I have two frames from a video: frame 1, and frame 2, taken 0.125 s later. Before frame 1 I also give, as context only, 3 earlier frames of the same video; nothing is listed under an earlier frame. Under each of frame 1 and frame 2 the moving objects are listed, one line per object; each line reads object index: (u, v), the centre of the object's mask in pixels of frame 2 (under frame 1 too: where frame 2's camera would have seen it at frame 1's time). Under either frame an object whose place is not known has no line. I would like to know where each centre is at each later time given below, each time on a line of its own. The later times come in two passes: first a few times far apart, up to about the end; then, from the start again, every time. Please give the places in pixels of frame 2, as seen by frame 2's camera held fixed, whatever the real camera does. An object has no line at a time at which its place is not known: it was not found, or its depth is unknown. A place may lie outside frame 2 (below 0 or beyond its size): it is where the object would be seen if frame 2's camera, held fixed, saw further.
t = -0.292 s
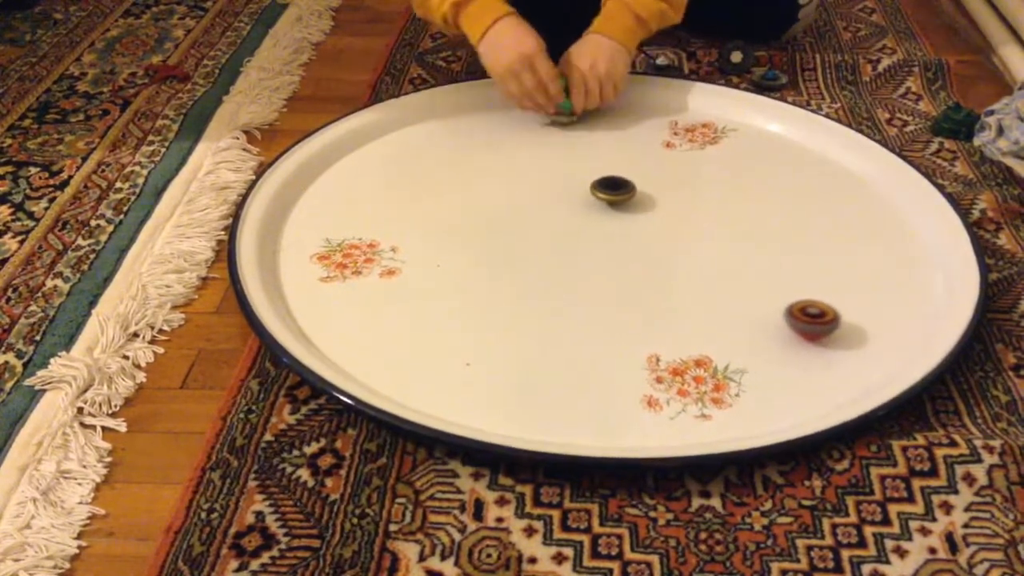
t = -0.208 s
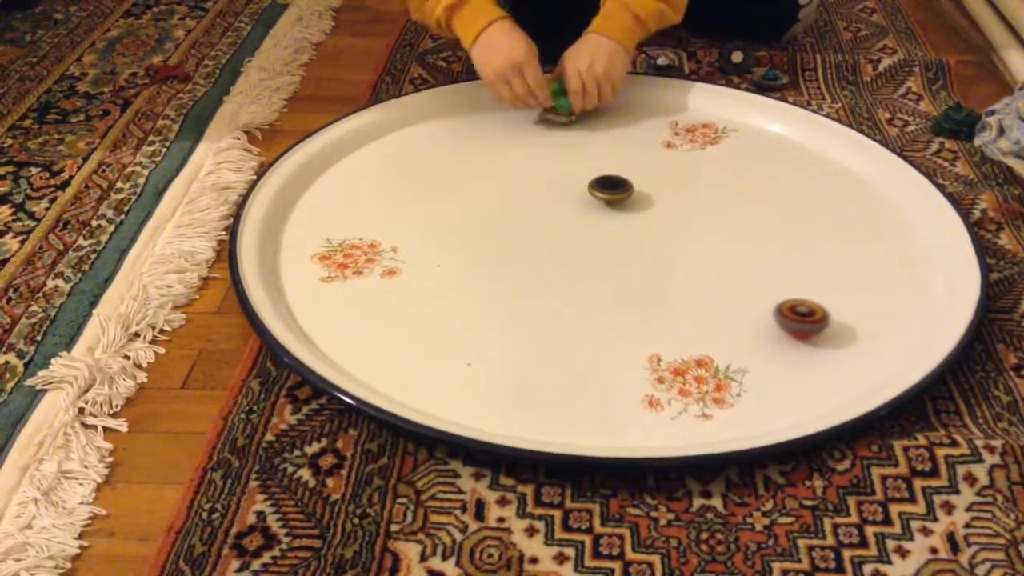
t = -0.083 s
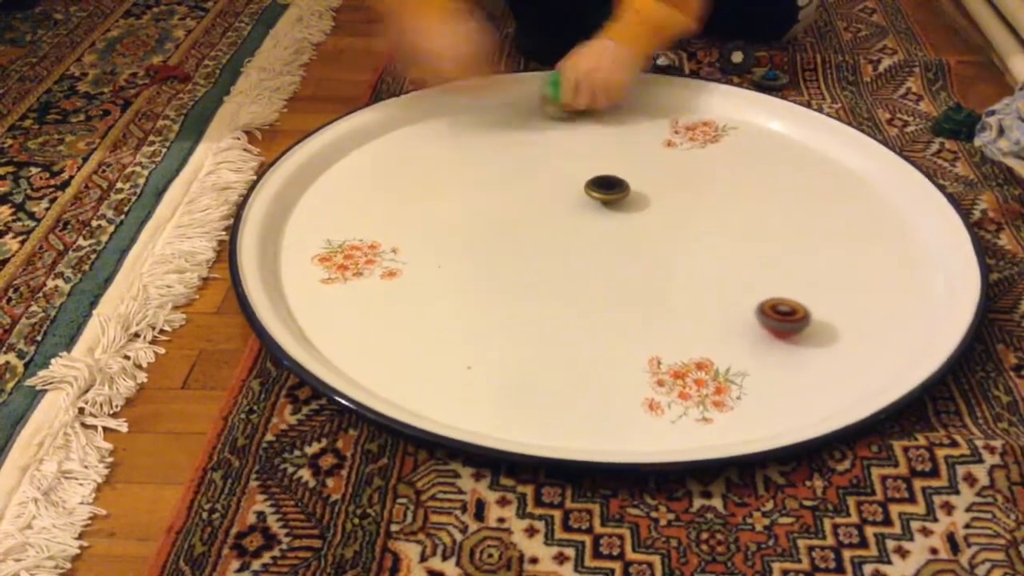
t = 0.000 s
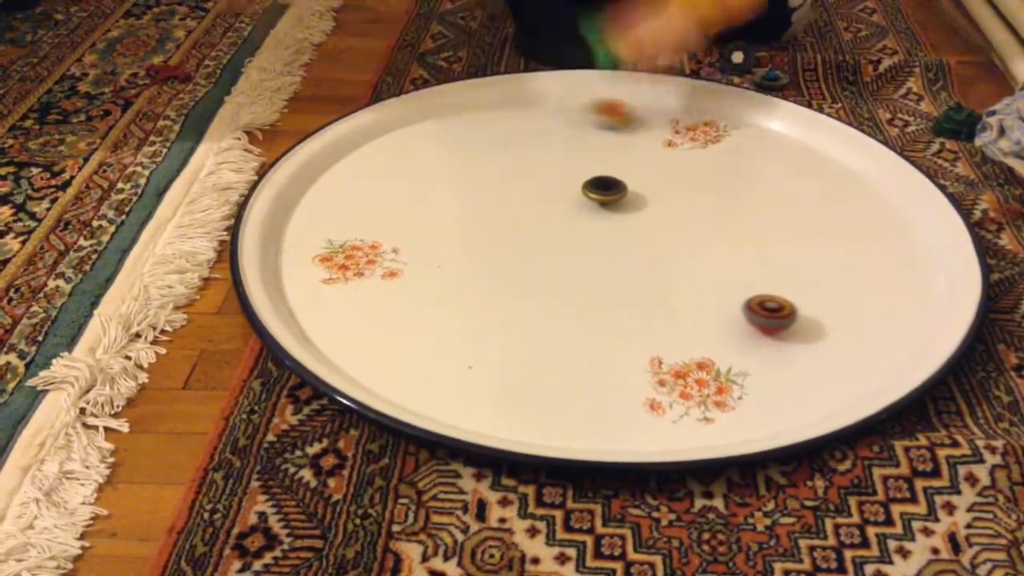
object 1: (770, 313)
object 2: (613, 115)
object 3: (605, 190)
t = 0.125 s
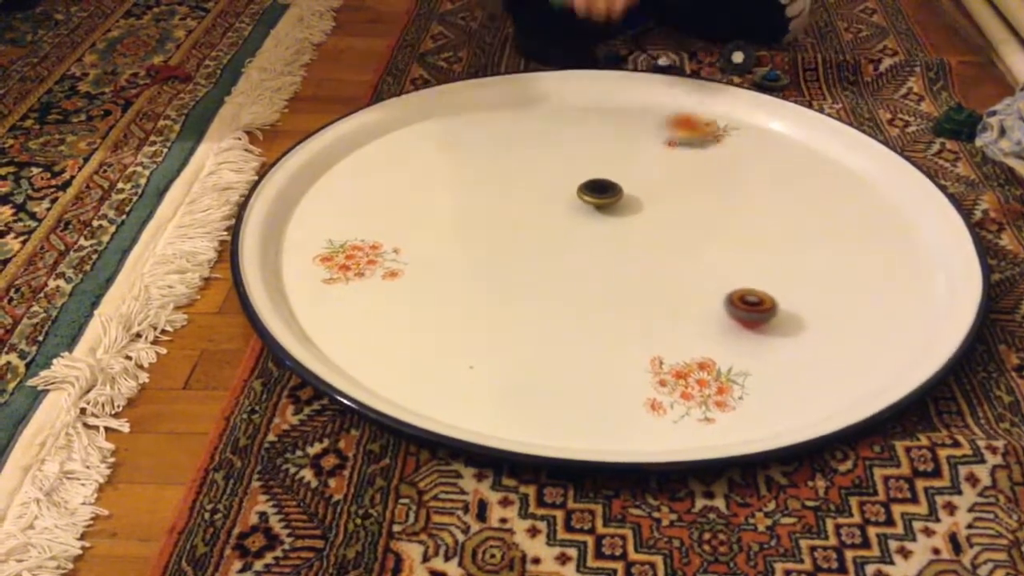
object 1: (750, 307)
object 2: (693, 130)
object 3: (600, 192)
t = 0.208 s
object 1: (738, 302)
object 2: (734, 136)
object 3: (599, 195)
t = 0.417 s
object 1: (710, 287)
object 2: (823, 138)
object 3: (603, 206)
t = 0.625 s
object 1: (687, 269)
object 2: (834, 167)
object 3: (618, 217)
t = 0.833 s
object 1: (669, 252)
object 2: (853, 209)
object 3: (642, 226)
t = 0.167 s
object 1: (745, 304)
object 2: (712, 133)
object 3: (599, 194)
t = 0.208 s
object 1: (738, 302)
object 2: (734, 136)
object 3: (599, 195)
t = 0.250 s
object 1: (732, 299)
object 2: (754, 137)
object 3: (599, 197)
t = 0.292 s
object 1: (727, 296)
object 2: (773, 138)
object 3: (599, 199)
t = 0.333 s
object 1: (721, 293)
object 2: (793, 139)
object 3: (600, 201)
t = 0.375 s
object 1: (716, 290)
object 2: (810, 137)
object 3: (601, 203)
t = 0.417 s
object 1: (710, 287)
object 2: (823, 138)
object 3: (603, 206)
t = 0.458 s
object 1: (705, 284)
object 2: (831, 142)
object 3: (606, 208)
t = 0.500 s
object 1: (700, 280)
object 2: (834, 147)
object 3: (608, 210)
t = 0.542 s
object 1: (695, 277)
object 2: (834, 155)
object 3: (612, 212)
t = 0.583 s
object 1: (691, 273)
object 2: (833, 161)
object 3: (615, 214)
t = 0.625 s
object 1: (687, 269)
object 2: (834, 167)
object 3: (618, 217)
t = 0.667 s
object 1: (683, 266)
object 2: (837, 174)
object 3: (622, 219)
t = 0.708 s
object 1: (679, 263)
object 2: (840, 182)
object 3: (627, 220)
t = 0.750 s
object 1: (675, 259)
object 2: (844, 190)
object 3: (632, 223)
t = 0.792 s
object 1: (672, 256)
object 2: (848, 200)
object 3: (637, 224)
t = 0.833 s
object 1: (669, 252)
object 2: (853, 209)
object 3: (642, 226)
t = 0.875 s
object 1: (672, 257)
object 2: (859, 218)
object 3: (643, 222)
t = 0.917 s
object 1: (676, 264)
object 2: (865, 228)
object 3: (640, 213)
